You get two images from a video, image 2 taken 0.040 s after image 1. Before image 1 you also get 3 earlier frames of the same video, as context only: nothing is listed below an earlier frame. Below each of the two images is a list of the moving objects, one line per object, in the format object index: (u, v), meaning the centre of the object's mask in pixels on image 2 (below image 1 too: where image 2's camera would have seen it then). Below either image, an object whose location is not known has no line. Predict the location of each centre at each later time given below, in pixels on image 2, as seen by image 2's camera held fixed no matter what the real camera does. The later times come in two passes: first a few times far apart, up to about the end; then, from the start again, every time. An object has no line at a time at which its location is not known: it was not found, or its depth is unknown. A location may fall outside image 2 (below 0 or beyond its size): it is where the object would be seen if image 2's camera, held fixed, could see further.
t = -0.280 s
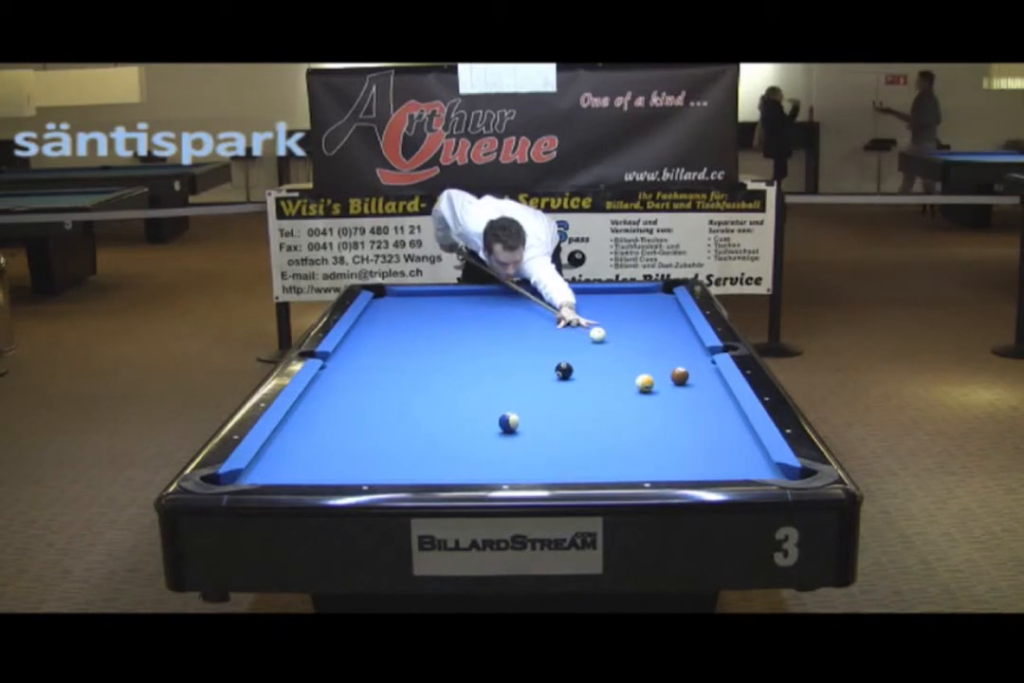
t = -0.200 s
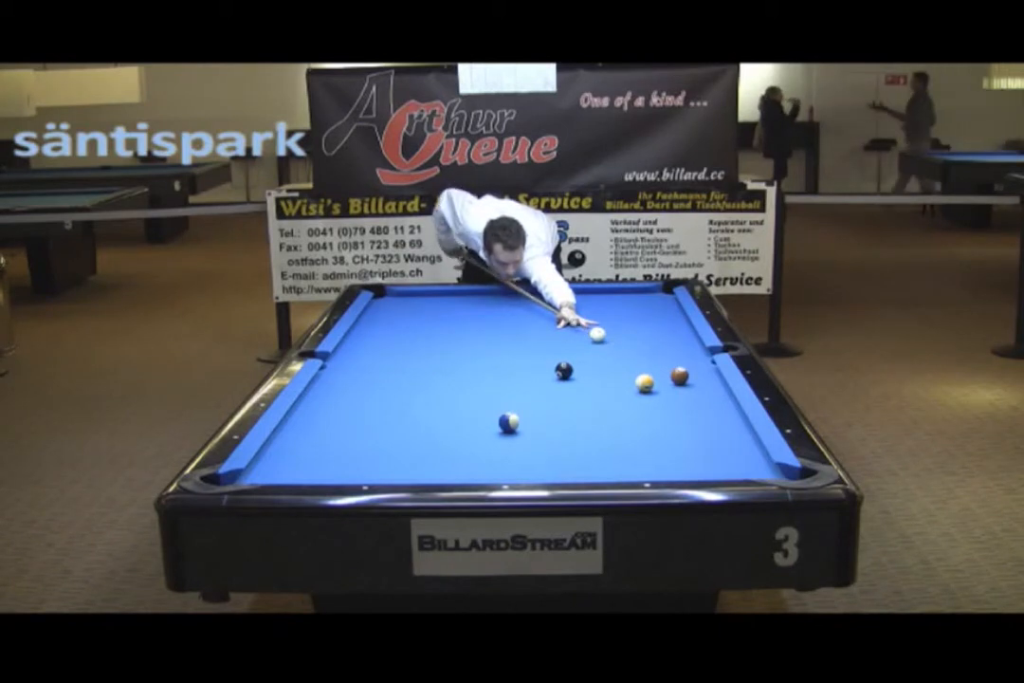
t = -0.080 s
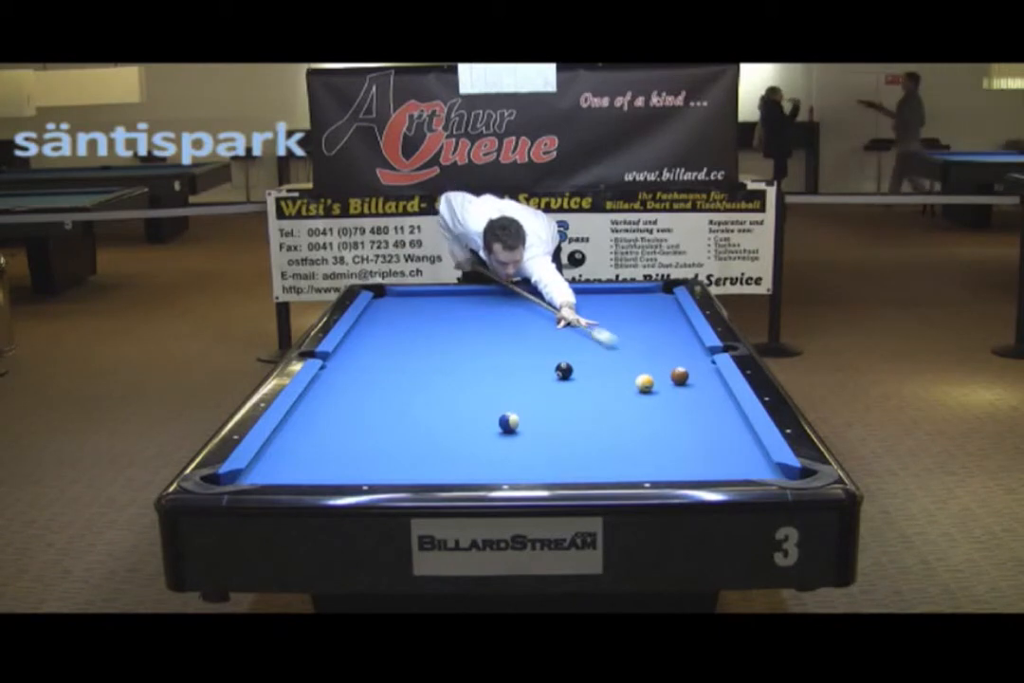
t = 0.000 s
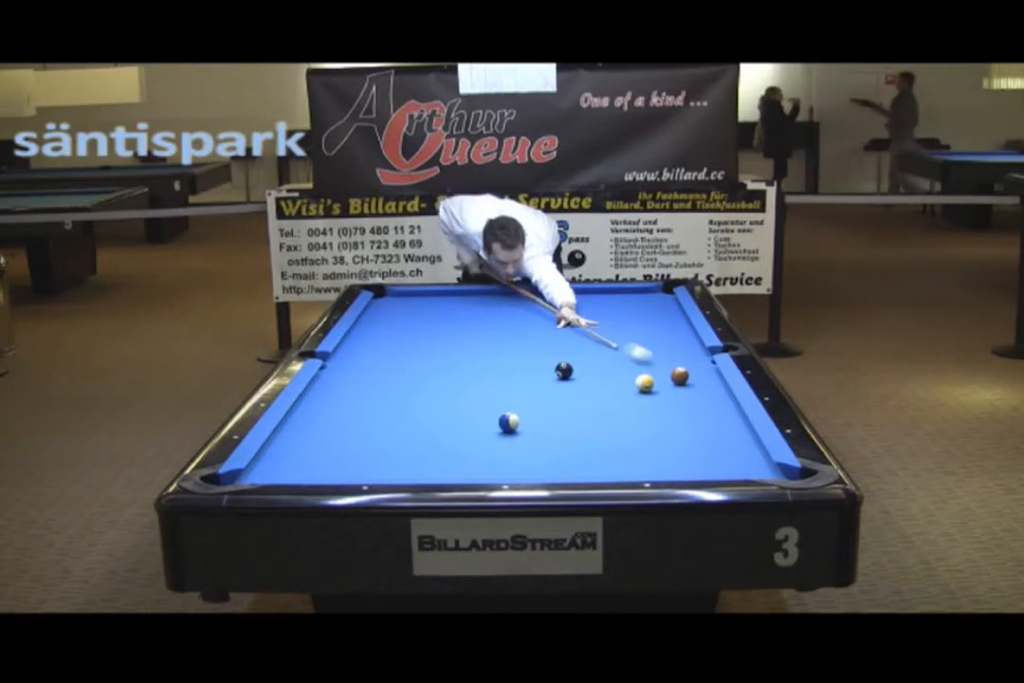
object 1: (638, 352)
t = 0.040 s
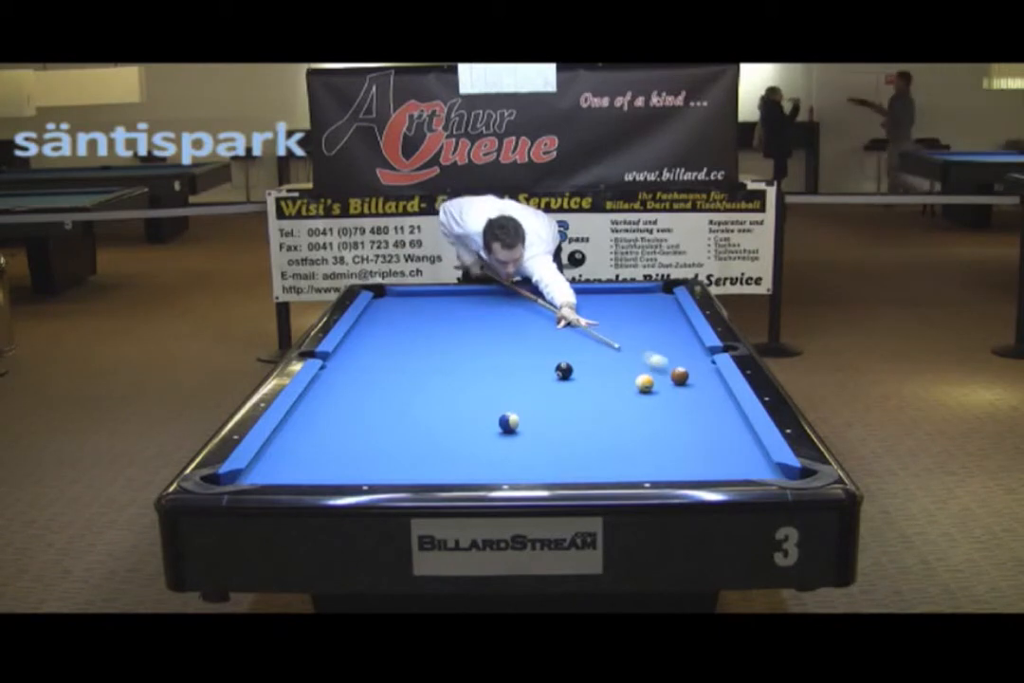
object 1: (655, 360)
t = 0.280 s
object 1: (708, 370)
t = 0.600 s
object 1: (680, 366)
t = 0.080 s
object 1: (670, 366)
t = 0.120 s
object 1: (683, 369)
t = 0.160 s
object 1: (691, 370)
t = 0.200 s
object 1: (697, 370)
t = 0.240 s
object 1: (704, 370)
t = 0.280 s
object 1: (708, 370)
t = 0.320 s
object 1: (705, 369)
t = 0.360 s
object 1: (701, 368)
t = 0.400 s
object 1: (698, 368)
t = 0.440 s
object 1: (694, 368)
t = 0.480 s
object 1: (691, 367)
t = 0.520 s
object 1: (687, 367)
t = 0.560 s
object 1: (684, 366)
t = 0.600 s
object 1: (680, 366)
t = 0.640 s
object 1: (677, 365)
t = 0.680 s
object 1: (674, 365)
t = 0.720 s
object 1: (670, 364)
